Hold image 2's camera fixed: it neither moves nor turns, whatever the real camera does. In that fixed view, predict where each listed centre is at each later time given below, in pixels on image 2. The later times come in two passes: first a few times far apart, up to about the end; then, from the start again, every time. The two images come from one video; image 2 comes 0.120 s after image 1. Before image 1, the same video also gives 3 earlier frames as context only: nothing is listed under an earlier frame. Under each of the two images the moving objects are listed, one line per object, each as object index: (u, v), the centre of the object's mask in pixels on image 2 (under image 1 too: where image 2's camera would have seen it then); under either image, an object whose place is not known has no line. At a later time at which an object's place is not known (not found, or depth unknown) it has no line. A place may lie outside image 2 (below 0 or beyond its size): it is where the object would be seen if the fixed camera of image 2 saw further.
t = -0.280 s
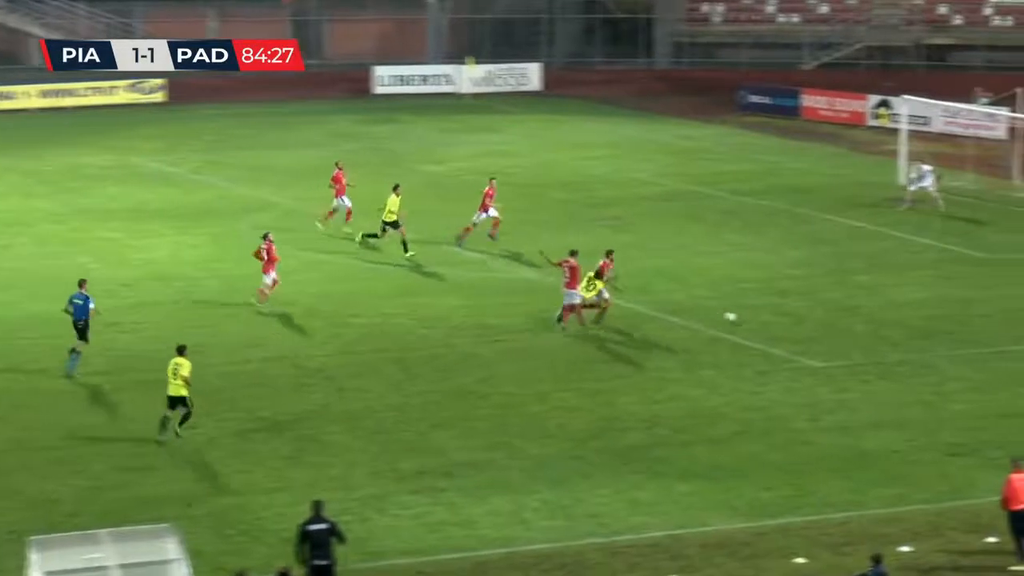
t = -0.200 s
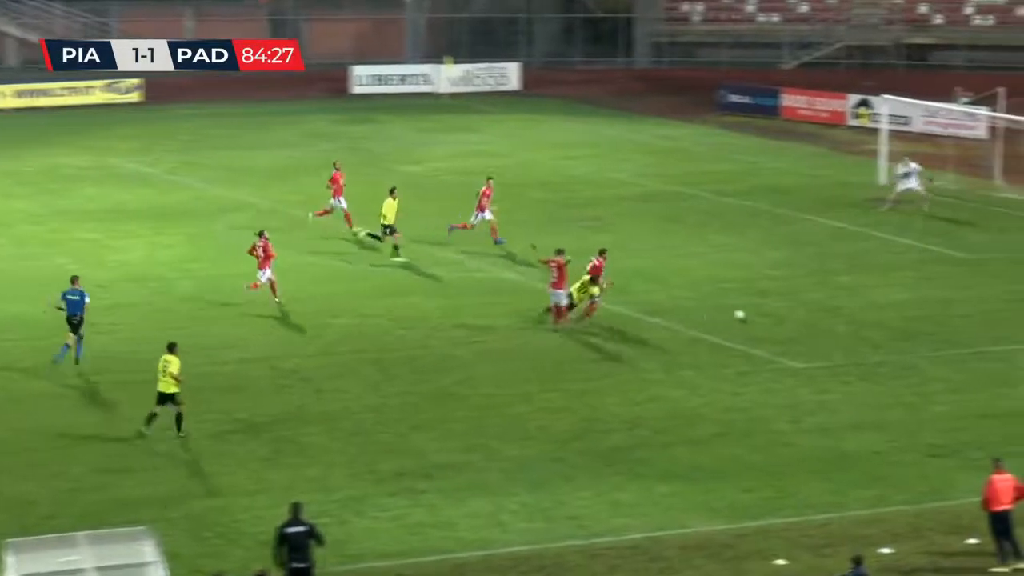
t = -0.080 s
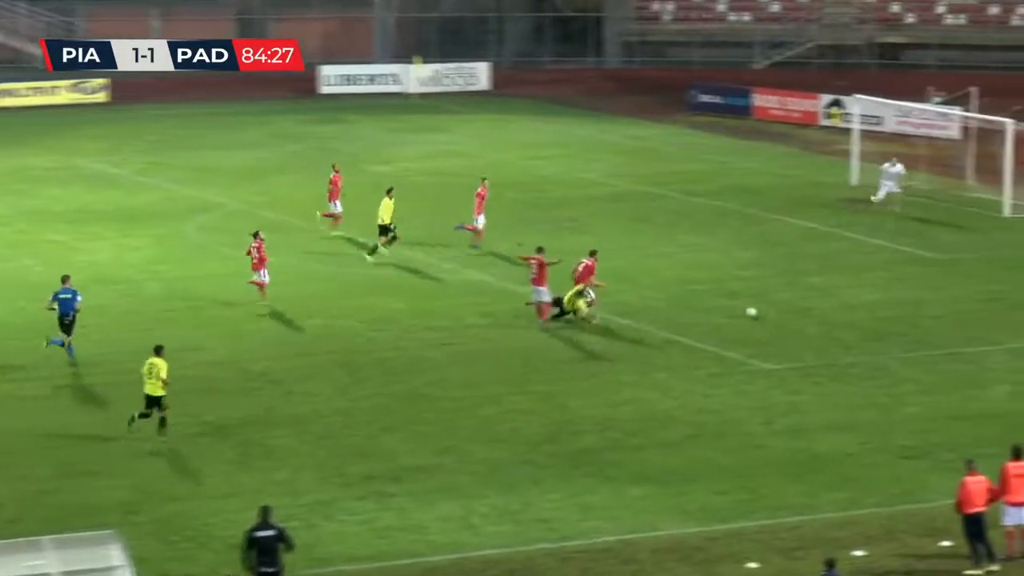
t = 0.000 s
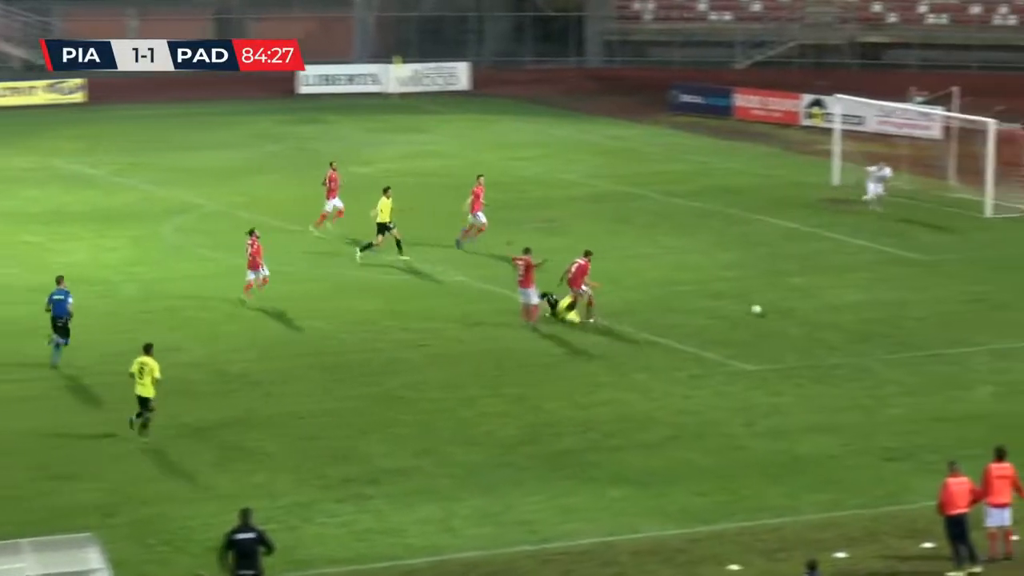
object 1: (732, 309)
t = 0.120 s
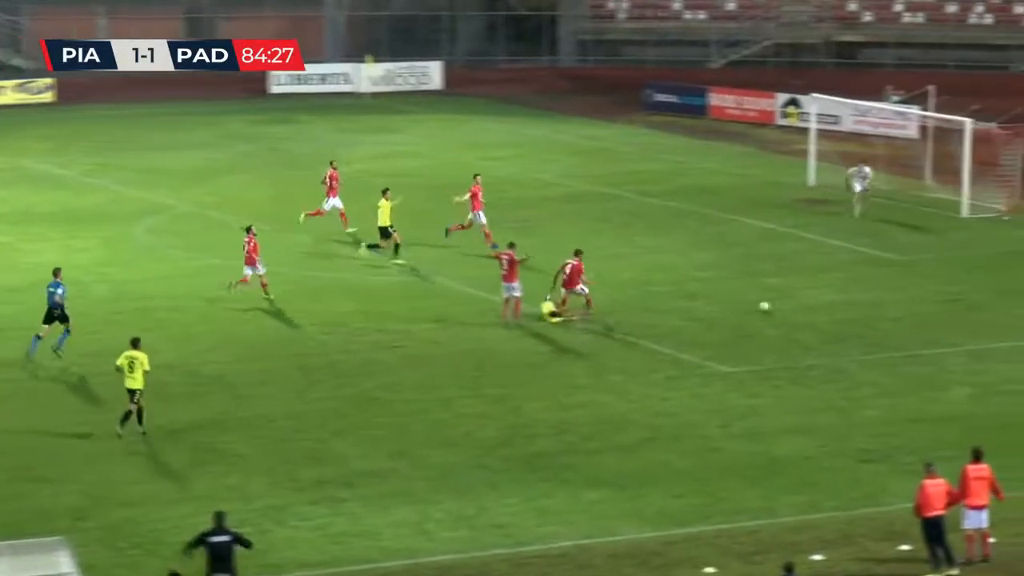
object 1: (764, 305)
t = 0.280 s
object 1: (804, 301)
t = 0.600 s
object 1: (877, 291)
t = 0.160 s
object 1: (775, 304)
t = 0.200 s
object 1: (784, 303)
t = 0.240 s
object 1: (794, 302)
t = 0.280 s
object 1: (804, 301)
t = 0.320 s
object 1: (813, 299)
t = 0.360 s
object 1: (823, 298)
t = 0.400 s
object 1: (833, 297)
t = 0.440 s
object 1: (841, 296)
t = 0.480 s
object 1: (851, 295)
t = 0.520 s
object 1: (859, 295)
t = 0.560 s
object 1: (868, 292)
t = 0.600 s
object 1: (877, 291)
